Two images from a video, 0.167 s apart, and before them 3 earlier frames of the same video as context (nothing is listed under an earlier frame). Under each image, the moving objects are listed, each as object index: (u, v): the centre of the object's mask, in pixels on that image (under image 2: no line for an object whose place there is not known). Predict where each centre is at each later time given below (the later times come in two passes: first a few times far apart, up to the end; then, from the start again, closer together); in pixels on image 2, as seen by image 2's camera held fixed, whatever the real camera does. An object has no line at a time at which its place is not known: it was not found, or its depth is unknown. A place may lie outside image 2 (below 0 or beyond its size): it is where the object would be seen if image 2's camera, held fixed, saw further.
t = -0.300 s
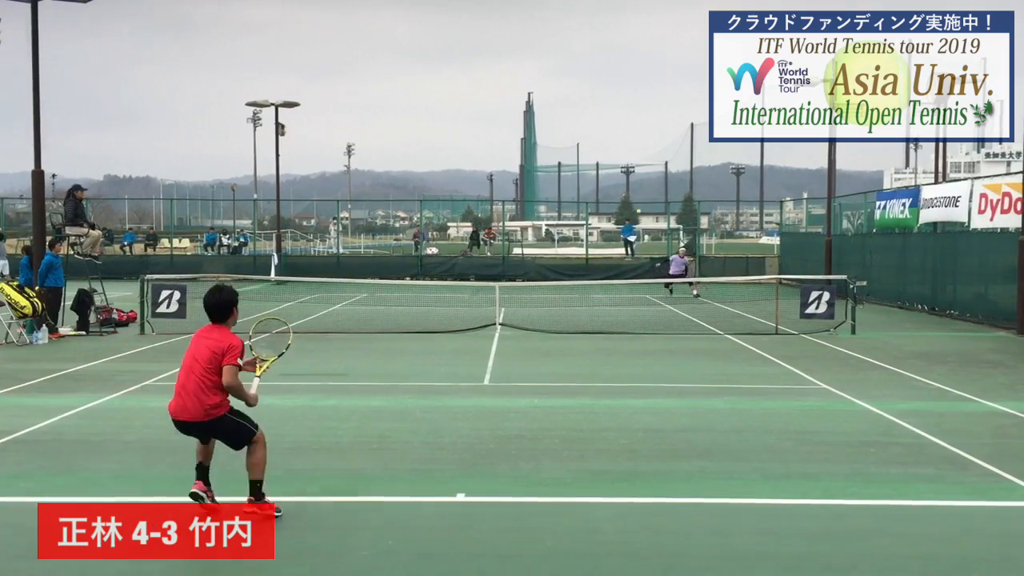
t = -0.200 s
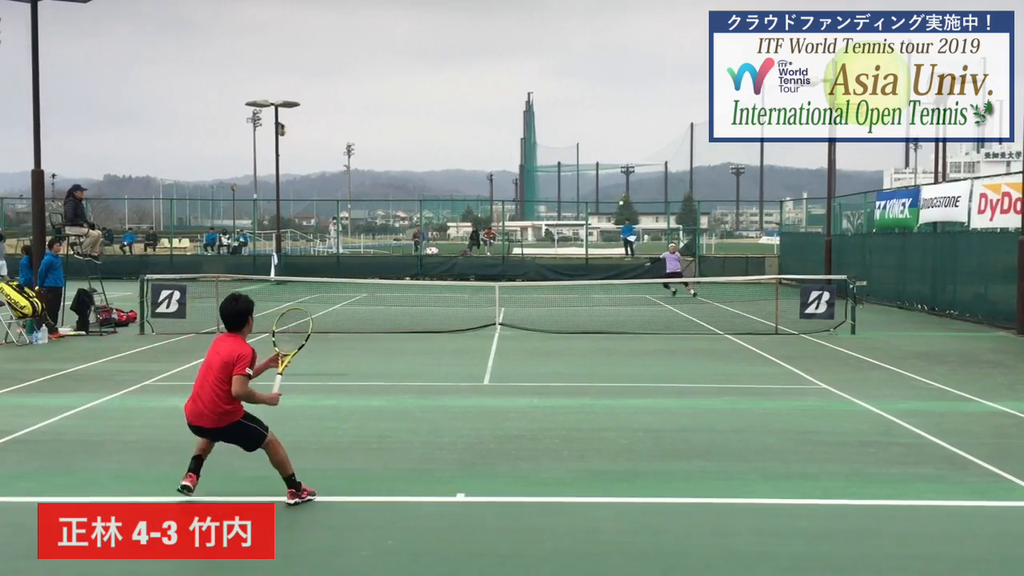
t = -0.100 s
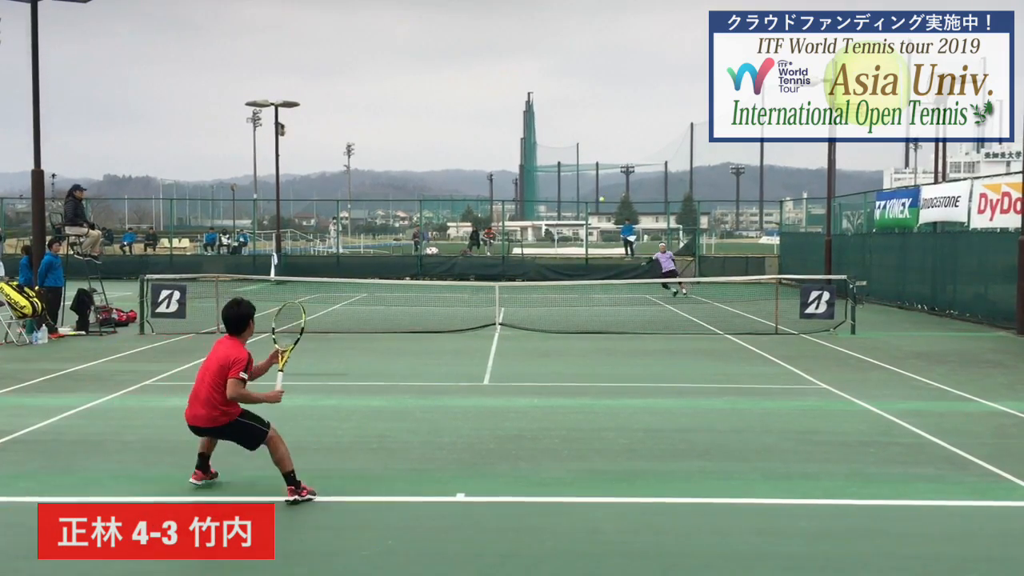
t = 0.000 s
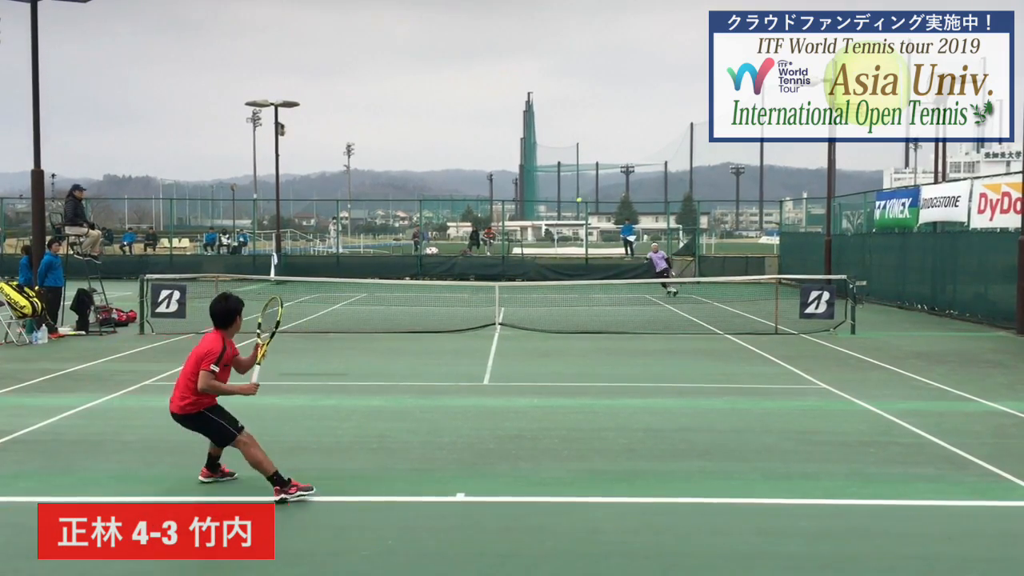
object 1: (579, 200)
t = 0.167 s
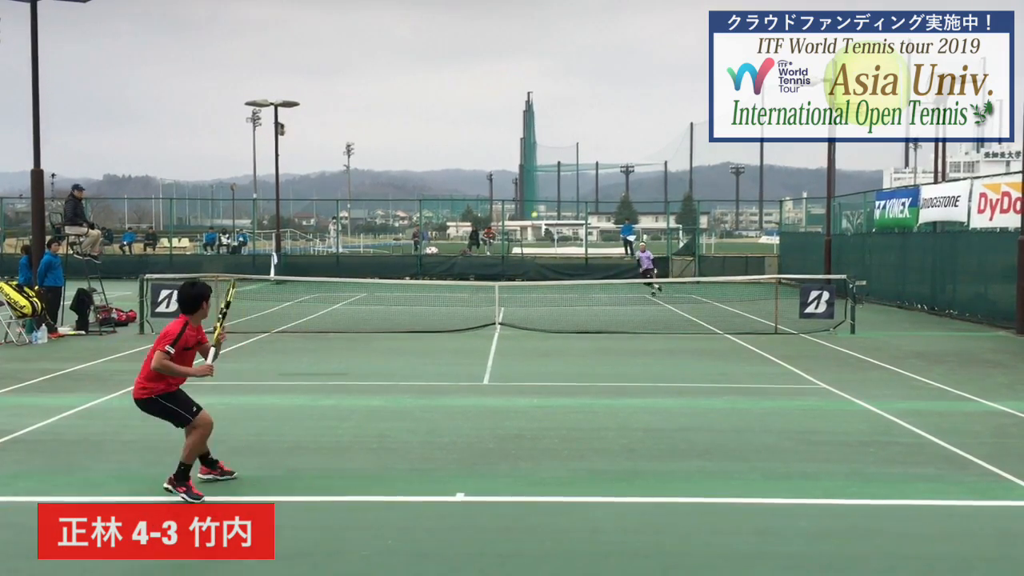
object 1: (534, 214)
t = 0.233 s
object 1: (514, 227)
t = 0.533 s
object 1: (388, 345)
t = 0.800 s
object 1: (265, 383)
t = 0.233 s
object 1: (514, 227)
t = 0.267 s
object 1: (502, 234)
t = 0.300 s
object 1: (490, 242)
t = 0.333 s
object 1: (478, 253)
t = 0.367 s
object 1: (465, 264)
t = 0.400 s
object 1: (451, 276)
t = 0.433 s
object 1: (437, 290)
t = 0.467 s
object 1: (421, 306)
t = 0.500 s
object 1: (405, 325)
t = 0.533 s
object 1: (388, 345)
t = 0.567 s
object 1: (371, 366)
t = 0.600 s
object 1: (350, 392)
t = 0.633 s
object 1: (328, 420)
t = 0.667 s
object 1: (312, 430)
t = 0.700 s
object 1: (301, 417)
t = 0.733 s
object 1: (289, 404)
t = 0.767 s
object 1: (277, 393)
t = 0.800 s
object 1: (265, 383)
